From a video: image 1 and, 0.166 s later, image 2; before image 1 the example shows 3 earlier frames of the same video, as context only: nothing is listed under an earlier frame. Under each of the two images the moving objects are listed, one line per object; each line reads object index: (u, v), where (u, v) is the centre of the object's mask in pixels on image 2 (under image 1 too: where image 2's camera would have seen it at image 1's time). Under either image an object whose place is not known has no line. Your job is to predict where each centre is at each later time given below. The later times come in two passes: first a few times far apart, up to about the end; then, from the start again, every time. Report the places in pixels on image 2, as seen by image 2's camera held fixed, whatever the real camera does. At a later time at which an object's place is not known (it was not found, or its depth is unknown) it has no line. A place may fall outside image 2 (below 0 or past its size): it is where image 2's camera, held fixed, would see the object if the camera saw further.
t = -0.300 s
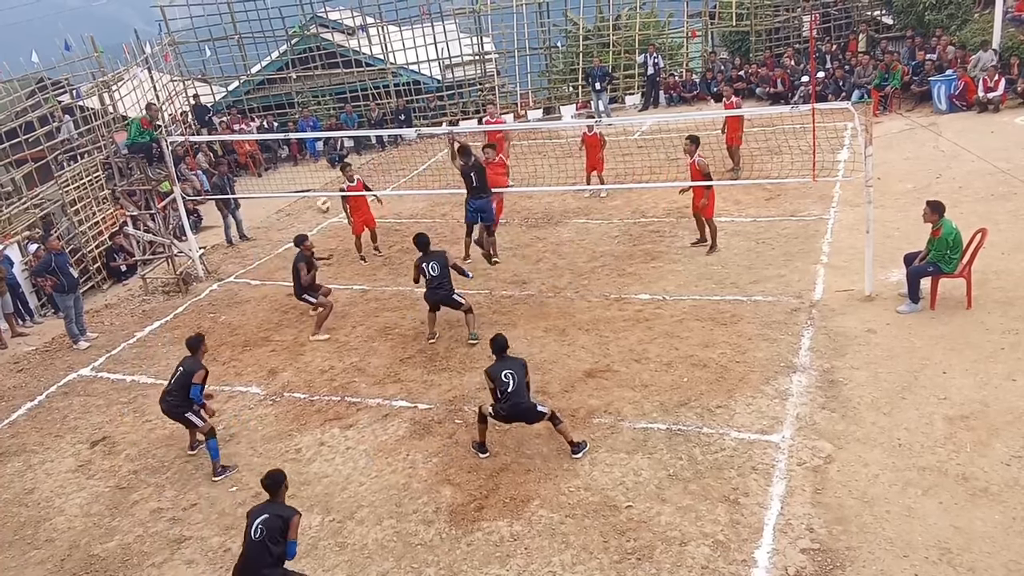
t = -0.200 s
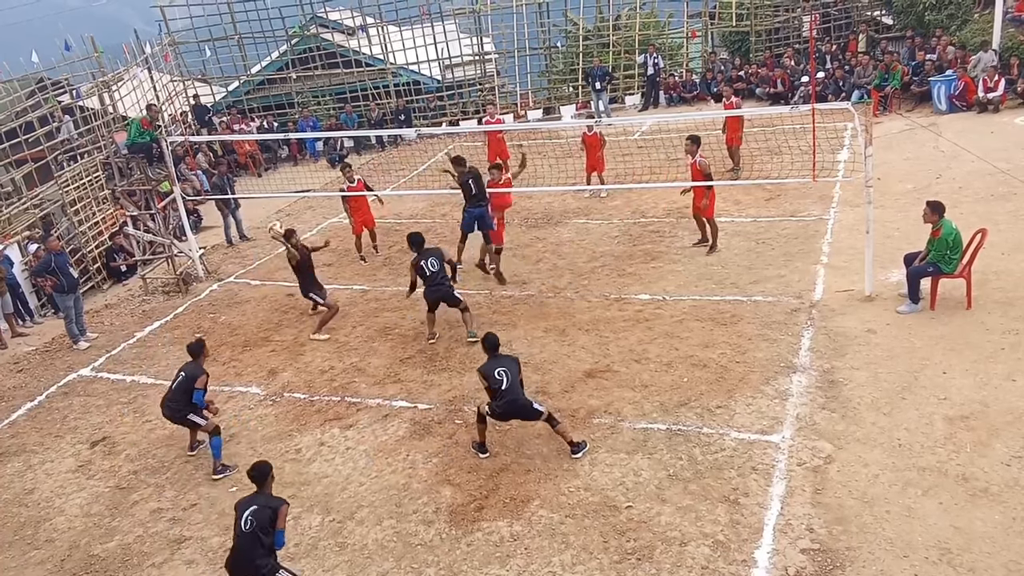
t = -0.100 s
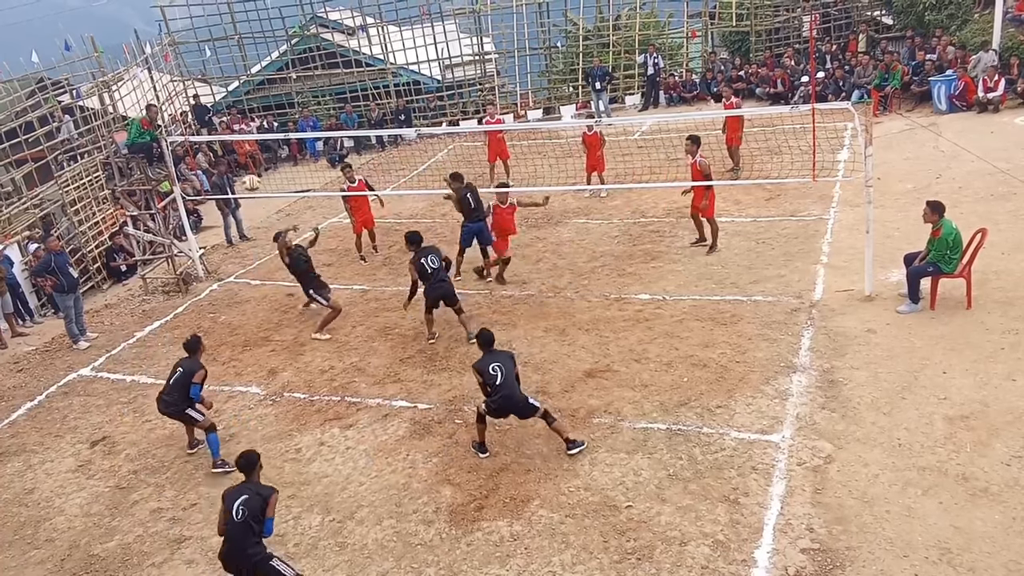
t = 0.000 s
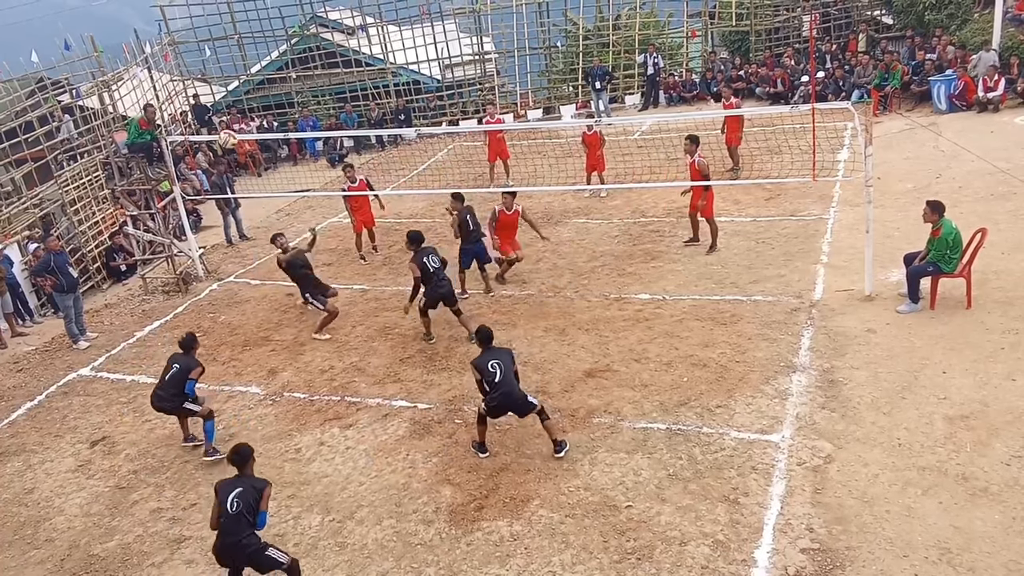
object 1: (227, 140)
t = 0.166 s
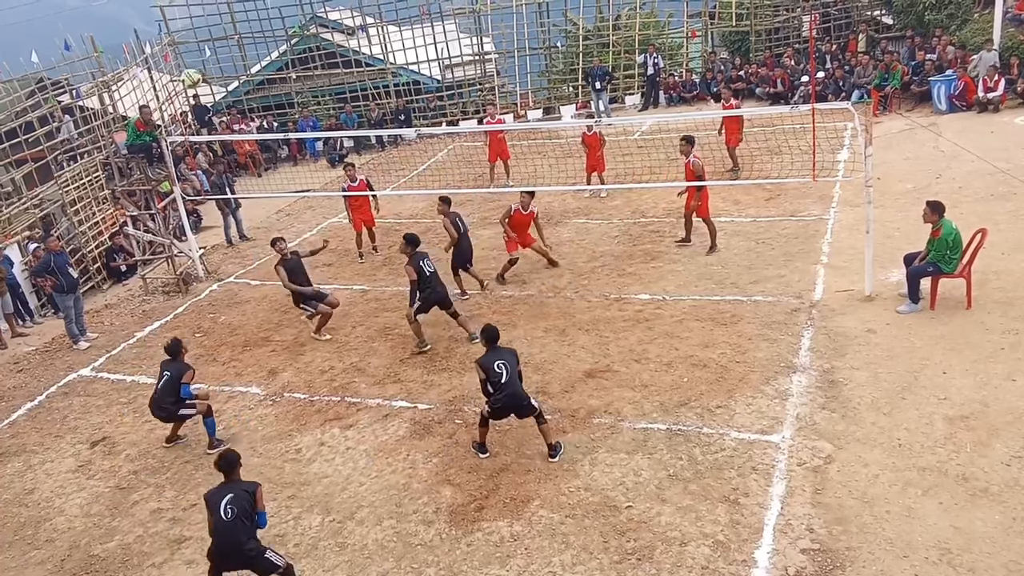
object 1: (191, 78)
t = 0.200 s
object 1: (183, 69)
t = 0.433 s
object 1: (137, 24)
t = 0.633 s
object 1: (106, 28)
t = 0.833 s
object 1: (86, 79)
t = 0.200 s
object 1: (183, 69)
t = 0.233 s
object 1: (176, 59)
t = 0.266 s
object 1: (169, 51)
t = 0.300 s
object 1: (163, 43)
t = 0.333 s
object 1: (156, 38)
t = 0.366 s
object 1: (149, 31)
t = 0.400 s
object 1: (143, 27)
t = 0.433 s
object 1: (137, 24)
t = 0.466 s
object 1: (131, 22)
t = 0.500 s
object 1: (126, 21)
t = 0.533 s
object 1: (120, 21)
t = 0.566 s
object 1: (116, 23)
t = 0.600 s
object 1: (110, 25)
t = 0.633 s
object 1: (106, 28)
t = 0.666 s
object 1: (102, 33)
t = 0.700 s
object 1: (98, 40)
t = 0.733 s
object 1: (94, 47)
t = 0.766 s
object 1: (91, 57)
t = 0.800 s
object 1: (88, 67)
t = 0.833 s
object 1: (86, 79)
